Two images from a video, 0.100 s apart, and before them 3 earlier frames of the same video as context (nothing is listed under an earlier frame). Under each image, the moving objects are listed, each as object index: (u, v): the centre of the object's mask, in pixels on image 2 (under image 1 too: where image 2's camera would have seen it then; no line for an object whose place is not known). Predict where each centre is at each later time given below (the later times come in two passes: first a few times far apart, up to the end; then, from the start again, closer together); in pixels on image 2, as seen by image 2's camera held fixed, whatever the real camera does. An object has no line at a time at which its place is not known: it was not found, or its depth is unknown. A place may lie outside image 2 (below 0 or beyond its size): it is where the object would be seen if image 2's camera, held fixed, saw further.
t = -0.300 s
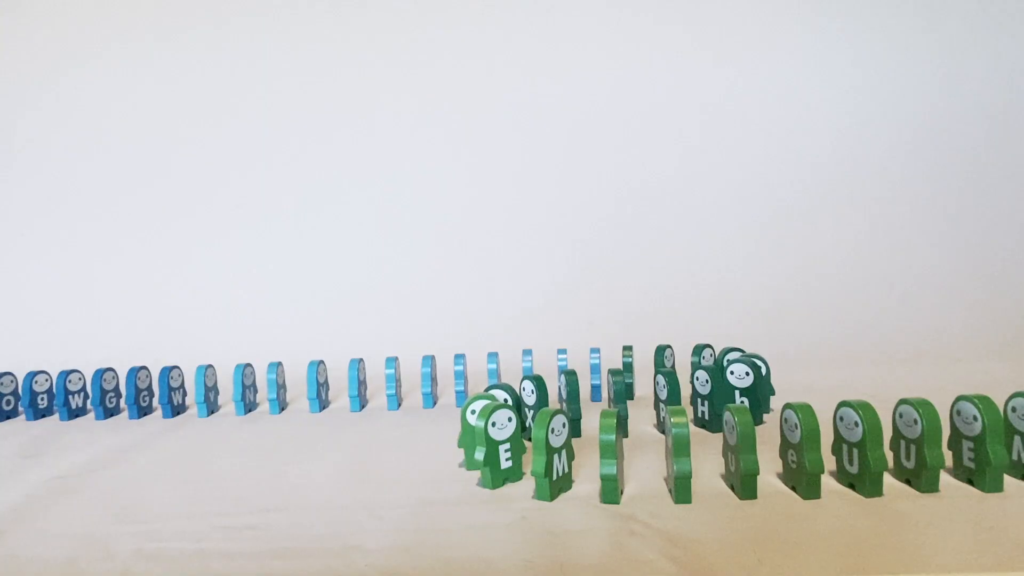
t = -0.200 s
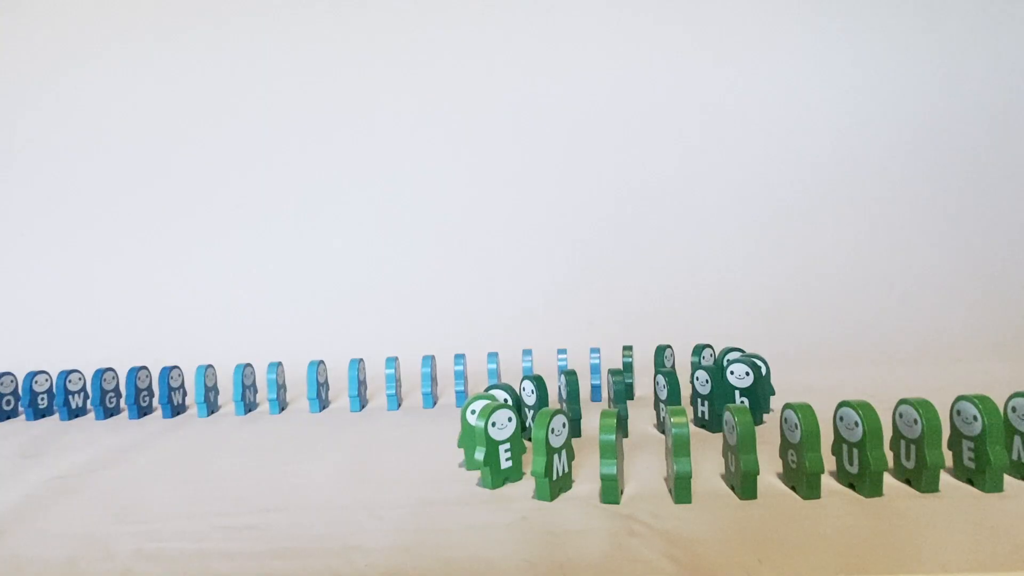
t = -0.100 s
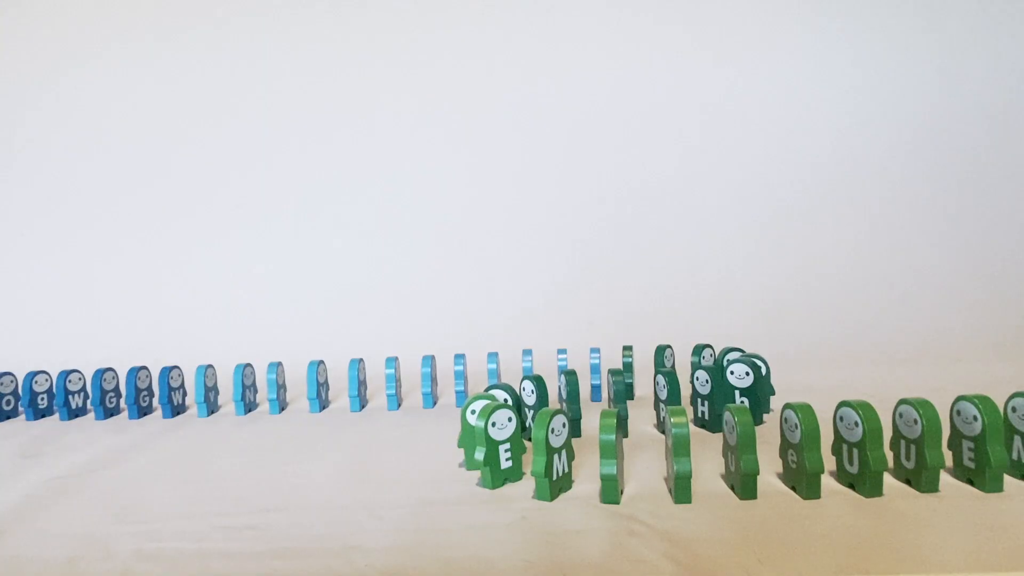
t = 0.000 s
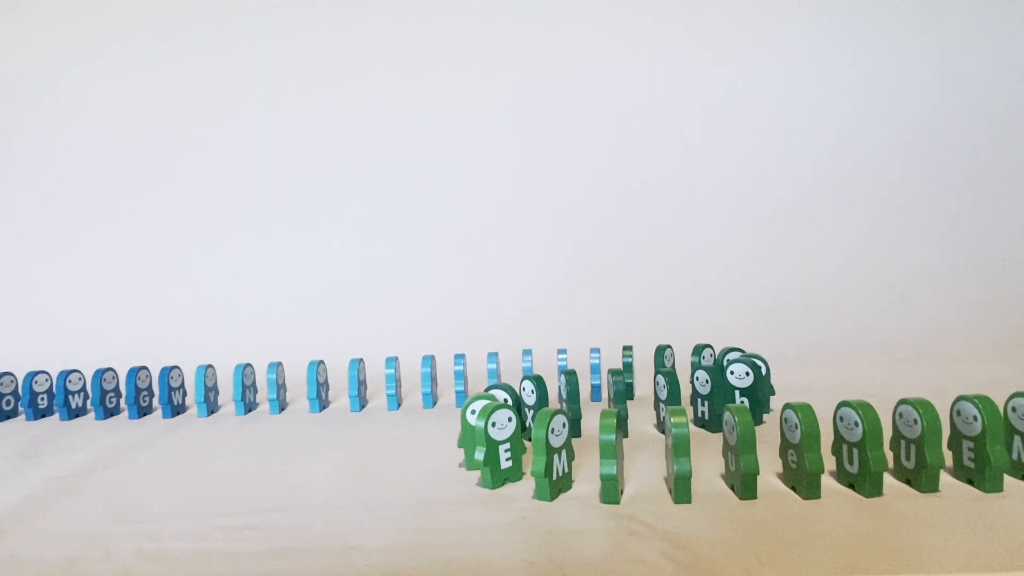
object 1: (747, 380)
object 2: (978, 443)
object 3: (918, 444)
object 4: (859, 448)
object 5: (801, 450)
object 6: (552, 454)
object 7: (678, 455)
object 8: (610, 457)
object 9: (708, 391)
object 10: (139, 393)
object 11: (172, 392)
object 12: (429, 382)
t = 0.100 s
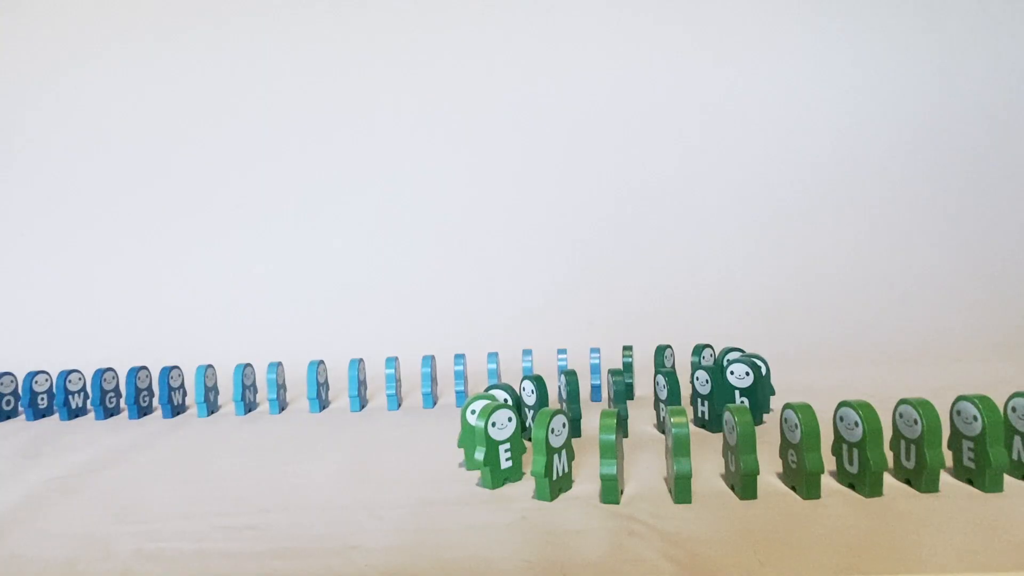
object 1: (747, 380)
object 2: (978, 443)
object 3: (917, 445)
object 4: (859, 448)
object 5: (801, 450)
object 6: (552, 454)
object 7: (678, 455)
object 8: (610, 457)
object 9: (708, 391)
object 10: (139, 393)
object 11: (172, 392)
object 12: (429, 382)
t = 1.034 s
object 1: (746, 386)
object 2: (934, 468)
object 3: (874, 469)
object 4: (813, 472)
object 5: (756, 475)
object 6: (504, 490)
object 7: (640, 491)
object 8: (558, 476)
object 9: (712, 393)
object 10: (139, 393)
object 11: (172, 392)
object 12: (429, 382)
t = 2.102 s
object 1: (740, 398)
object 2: (934, 468)
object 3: (874, 469)
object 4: (813, 472)
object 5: (756, 475)
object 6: (505, 490)
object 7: (640, 491)
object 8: (558, 476)
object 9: (785, 412)
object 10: (124, 412)
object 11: (156, 412)
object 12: (399, 395)
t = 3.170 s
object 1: (740, 398)
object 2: (934, 468)
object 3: (873, 469)
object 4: (813, 472)
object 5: (755, 475)
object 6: (505, 490)
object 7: (640, 491)
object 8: (558, 475)
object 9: (785, 411)
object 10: (123, 411)
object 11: (154, 412)
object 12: (396, 394)
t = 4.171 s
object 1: (740, 398)
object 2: (934, 468)
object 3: (874, 469)
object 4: (813, 472)
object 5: (756, 475)
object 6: (505, 490)
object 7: (640, 491)
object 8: (558, 476)
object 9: (785, 411)
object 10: (123, 411)
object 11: (155, 412)
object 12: (396, 394)
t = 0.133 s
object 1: (747, 380)
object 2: (978, 443)
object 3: (918, 444)
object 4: (859, 448)
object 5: (801, 450)
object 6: (552, 454)
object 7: (678, 455)
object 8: (611, 457)
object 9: (708, 391)
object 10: (139, 393)
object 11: (172, 392)
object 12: (429, 382)
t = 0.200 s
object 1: (747, 380)
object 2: (978, 443)
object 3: (918, 444)
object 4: (859, 448)
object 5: (801, 450)
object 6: (552, 454)
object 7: (678, 455)
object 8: (611, 457)
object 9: (708, 391)
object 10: (139, 393)
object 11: (172, 392)
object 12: (429, 381)
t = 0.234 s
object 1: (747, 380)
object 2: (978, 443)
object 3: (917, 444)
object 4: (859, 448)
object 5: (801, 450)
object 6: (552, 454)
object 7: (678, 455)
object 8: (610, 457)
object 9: (708, 391)
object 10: (139, 393)
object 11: (172, 392)
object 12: (429, 381)
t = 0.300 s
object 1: (747, 380)
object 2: (973, 443)
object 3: (918, 444)
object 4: (859, 448)
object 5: (801, 450)
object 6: (552, 454)
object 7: (678, 455)
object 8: (610, 457)
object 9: (708, 392)
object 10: (139, 393)
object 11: (172, 392)
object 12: (429, 381)
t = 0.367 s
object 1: (747, 380)
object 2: (962, 460)
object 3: (911, 452)
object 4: (859, 448)
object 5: (801, 450)
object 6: (552, 454)
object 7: (678, 455)
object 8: (610, 457)
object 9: (708, 392)
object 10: (139, 394)
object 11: (172, 392)
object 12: (429, 382)
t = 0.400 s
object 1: (747, 380)
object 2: (945, 463)
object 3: (903, 466)
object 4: (857, 473)
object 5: (801, 450)
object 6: (552, 454)
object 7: (678, 455)
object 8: (611, 457)
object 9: (708, 391)
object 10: (139, 393)
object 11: (172, 392)
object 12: (429, 382)
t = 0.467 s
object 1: (747, 382)
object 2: (935, 468)
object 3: (876, 467)
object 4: (824, 466)
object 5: (800, 484)
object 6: (552, 454)
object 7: (678, 455)
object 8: (611, 457)
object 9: (706, 387)
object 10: (139, 393)
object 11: (172, 392)
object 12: (429, 382)
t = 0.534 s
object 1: (746, 385)
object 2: (934, 468)
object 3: (873, 469)
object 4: (813, 472)
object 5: (784, 484)
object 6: (552, 454)
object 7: (660, 467)
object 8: (607, 458)
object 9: (708, 393)
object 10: (139, 393)
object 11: (172, 392)
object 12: (429, 382)
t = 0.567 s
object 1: (746, 385)
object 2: (934, 468)
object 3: (874, 469)
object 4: (813, 472)
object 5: (783, 485)
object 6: (549, 456)
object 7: (645, 476)
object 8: (588, 460)
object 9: (708, 393)
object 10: (139, 393)
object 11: (172, 392)
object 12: (430, 382)
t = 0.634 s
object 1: (746, 385)
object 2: (934, 468)
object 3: (873, 469)
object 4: (813, 472)
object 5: (758, 475)
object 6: (545, 475)
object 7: (640, 486)
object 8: (562, 472)
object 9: (708, 393)
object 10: (139, 393)
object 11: (172, 392)
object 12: (429, 382)
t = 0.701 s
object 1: (746, 385)
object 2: (934, 468)
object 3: (874, 469)
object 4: (812, 472)
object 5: (757, 475)
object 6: (499, 490)
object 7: (641, 490)
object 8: (557, 475)
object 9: (708, 393)
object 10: (139, 393)
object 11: (172, 392)
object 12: (429, 382)
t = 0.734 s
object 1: (746, 385)
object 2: (934, 468)
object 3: (874, 469)
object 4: (813, 472)
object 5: (756, 474)
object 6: (500, 490)
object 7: (640, 490)
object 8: (557, 475)
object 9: (708, 393)
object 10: (139, 393)
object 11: (172, 392)
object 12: (429, 382)
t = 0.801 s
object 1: (746, 385)
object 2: (934, 468)
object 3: (874, 469)
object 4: (813, 472)
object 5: (755, 474)
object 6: (500, 490)
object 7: (640, 490)
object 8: (558, 476)
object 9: (708, 393)
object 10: (139, 393)
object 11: (172, 392)
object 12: (429, 382)
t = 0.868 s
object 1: (746, 385)
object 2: (934, 468)
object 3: (874, 469)
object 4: (813, 472)
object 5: (756, 475)
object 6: (503, 490)
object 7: (640, 491)
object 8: (558, 476)
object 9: (708, 392)
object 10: (139, 393)
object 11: (172, 392)
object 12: (429, 382)
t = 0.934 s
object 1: (746, 385)
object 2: (934, 468)
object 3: (874, 470)
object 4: (813, 472)
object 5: (756, 475)
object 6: (504, 490)
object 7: (640, 491)
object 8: (558, 476)
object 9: (708, 392)
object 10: (139, 393)
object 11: (172, 392)
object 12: (430, 382)
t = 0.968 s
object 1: (746, 385)
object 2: (934, 468)
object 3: (874, 469)
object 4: (813, 472)
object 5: (755, 475)
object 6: (504, 490)
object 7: (640, 491)
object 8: (558, 476)
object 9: (708, 392)
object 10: (139, 393)
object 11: (172, 392)
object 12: (429, 382)
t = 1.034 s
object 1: (746, 386)
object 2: (934, 468)
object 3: (874, 469)
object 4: (813, 472)
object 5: (756, 475)
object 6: (504, 490)
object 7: (640, 491)
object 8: (558, 476)
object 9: (712, 393)
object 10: (139, 393)
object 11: (172, 392)
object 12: (429, 382)
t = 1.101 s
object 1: (749, 380)
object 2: (934, 468)
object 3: (875, 470)
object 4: (813, 472)
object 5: (755, 475)
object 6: (504, 490)
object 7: (640, 491)
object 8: (558, 476)
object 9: (739, 395)
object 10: (139, 393)
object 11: (172, 392)
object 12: (429, 382)
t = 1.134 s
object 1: (757, 383)
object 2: (934, 468)
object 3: (874, 470)
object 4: (813, 472)
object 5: (756, 475)
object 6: (504, 490)
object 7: (640, 491)
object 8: (558, 476)
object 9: (759, 407)
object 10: (139, 393)
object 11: (172, 392)
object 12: (429, 382)
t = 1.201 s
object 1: (752, 380)
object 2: (934, 468)
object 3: (874, 469)
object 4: (812, 472)
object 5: (755, 475)
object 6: (504, 490)
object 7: (640, 491)
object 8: (558, 476)
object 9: (784, 411)
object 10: (139, 393)
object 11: (172, 392)
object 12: (429, 382)
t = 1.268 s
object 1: (745, 384)
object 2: (934, 468)
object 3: (874, 469)
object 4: (813, 472)
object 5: (755, 475)
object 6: (504, 490)
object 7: (640, 491)
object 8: (558, 476)
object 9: (787, 412)
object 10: (139, 393)
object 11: (172, 392)
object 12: (429, 382)
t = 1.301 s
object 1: (743, 386)
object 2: (934, 468)
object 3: (874, 470)
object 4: (813, 472)
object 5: (756, 475)
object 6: (504, 490)
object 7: (640, 491)
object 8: (558, 476)
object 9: (786, 412)
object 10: (139, 393)
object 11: (172, 392)
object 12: (429, 382)
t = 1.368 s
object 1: (740, 391)
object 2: (934, 468)
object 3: (874, 469)
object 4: (812, 472)
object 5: (756, 475)
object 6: (504, 490)
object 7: (640, 491)
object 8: (558, 476)
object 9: (786, 411)
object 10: (139, 393)
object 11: (172, 392)
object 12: (429, 382)
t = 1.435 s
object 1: (741, 395)
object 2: (934, 468)
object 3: (874, 469)
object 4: (813, 472)
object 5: (756, 475)
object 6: (504, 490)
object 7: (640, 491)
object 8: (558, 476)
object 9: (785, 411)
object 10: (139, 393)
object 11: (172, 392)
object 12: (429, 382)
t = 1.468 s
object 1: (742, 399)
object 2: (934, 468)
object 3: (874, 469)
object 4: (813, 472)
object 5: (756, 475)
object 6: (504, 490)
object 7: (640, 491)
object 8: (558, 476)
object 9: (785, 411)
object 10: (139, 393)
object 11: (172, 392)
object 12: (429, 382)
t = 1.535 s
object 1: (743, 400)
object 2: (934, 468)
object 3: (874, 469)
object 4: (813, 472)
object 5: (756, 475)
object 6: (504, 490)
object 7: (640, 491)
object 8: (558, 476)
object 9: (785, 411)
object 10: (139, 393)
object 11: (172, 392)
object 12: (429, 382)
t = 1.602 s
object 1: (740, 398)
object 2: (934, 468)
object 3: (873, 469)
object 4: (813, 472)
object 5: (756, 475)
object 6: (504, 490)
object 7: (640, 491)
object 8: (558, 476)
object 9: (785, 411)
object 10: (139, 393)
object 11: (172, 392)
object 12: (429, 382)
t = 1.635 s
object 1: (740, 398)
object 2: (934, 468)
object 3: (873, 469)
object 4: (813, 472)
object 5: (756, 475)
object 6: (504, 490)
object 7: (640, 491)
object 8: (558, 476)
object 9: (786, 412)
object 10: (139, 393)
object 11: (172, 392)
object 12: (429, 382)
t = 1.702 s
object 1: (740, 398)
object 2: (934, 468)
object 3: (875, 470)
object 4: (813, 472)
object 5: (756, 475)
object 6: (505, 490)
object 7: (640, 491)
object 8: (558, 475)
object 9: (786, 411)
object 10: (139, 393)
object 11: (172, 392)
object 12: (415, 385)
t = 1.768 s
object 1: (740, 398)
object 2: (934, 468)
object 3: (875, 470)
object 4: (812, 472)
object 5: (756, 475)
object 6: (505, 490)
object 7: (640, 491)
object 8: (558, 476)
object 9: (786, 412)
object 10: (139, 393)
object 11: (172, 392)
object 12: (402, 393)
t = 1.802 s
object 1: (740, 398)
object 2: (934, 468)
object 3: (875, 470)
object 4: (813, 472)
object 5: (756, 475)
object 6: (505, 490)
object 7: (640, 491)
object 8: (558, 476)
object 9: (786, 412)
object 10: (139, 393)
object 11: (172, 392)
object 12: (402, 395)
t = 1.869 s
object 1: (740, 398)
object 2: (934, 468)
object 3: (874, 469)
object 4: (813, 472)
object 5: (756, 475)
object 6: (505, 490)
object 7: (640, 491)
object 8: (558, 476)
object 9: (786, 412)
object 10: (139, 393)
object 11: (172, 392)
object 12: (400, 395)
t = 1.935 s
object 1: (740, 398)
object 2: (934, 468)
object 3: (874, 469)
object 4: (813, 472)
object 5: (756, 475)
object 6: (505, 490)
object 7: (640, 491)
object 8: (558, 475)
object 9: (786, 412)
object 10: (139, 393)
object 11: (172, 392)
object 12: (400, 395)
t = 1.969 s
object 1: (740, 398)
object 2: (934, 468)
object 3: (874, 469)
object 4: (813, 472)
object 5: (756, 475)
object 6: (505, 490)
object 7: (640, 491)
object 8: (558, 476)
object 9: (786, 412)
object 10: (139, 393)
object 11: (166, 395)
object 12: (400, 395)
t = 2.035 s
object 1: (740, 398)
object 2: (934, 468)
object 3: (874, 469)
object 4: (813, 472)
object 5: (756, 475)
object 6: (505, 490)
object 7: (640, 491)
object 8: (558, 475)
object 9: (786, 412)
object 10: (130, 409)
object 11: (163, 412)
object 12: (400, 395)
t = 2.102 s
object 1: (740, 398)
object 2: (934, 468)
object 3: (874, 469)
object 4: (813, 472)
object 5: (756, 475)
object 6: (505, 490)
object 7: (640, 491)
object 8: (558, 476)
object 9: (785, 412)
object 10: (124, 412)
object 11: (156, 412)
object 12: (399, 395)
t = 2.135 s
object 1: (740, 398)
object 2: (934, 468)
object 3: (874, 469)
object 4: (813, 472)
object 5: (756, 475)
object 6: (505, 490)
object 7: (640, 491)
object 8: (558, 476)
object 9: (785, 412)
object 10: (124, 410)
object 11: (155, 413)
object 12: (399, 395)
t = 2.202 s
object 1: (740, 398)
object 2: (934, 468)
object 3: (874, 469)
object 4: (813, 472)
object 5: (756, 475)
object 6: (505, 490)
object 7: (640, 491)
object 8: (558, 476)
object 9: (785, 412)
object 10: (123, 411)
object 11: (155, 412)
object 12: (399, 395)
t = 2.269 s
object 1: (740, 398)
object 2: (934, 468)
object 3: (874, 469)
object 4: (813, 472)
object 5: (756, 475)
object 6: (505, 490)
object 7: (640, 491)
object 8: (558, 475)
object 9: (785, 412)
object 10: (123, 411)
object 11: (156, 412)
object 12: (399, 395)
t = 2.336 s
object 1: (740, 398)
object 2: (934, 468)
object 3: (874, 469)
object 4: (813, 472)
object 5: (755, 475)
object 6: (505, 490)
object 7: (640, 491)
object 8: (558, 476)
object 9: (785, 412)
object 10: (123, 411)
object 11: (155, 412)
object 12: (397, 395)
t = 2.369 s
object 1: (740, 398)
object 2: (934, 468)
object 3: (874, 469)
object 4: (813, 472)
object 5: (756, 475)
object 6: (505, 490)
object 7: (640, 491)
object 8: (558, 475)
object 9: (785, 412)
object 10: (123, 411)
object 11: (155, 412)
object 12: (398, 395)
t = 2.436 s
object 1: (740, 398)
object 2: (934, 468)
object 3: (874, 469)
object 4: (813, 472)
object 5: (756, 475)
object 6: (505, 490)
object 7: (640, 490)
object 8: (558, 475)
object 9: (785, 412)
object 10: (123, 411)
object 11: (155, 412)
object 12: (399, 395)
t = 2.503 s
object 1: (740, 398)
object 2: (933, 468)
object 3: (874, 469)
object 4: (813, 472)
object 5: (756, 475)
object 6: (505, 490)
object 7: (640, 491)
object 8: (558, 475)
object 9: (786, 412)
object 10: (123, 411)
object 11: (155, 412)
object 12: (398, 395)
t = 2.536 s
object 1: (740, 398)
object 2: (934, 468)
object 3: (874, 469)
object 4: (813, 472)
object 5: (756, 475)
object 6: (505, 490)
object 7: (640, 491)
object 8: (558, 475)
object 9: (786, 412)
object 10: (123, 411)
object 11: (155, 412)
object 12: (399, 395)
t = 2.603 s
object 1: (740, 398)
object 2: (934, 468)
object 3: (874, 469)
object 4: (813, 472)
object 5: (755, 475)
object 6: (505, 490)
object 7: (640, 491)
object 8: (558, 475)
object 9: (785, 412)
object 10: (123, 411)
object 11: (155, 412)
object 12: (398, 395)
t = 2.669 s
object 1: (740, 398)
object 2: (934, 468)
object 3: (874, 469)
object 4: (813, 472)
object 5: (756, 475)
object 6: (505, 490)
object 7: (640, 491)
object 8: (558, 475)
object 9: (785, 412)
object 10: (123, 411)
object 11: (155, 412)
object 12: (397, 395)
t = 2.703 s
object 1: (740, 398)
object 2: (934, 468)
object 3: (874, 469)
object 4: (813, 472)
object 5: (755, 474)
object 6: (505, 490)
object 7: (640, 491)
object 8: (558, 475)
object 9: (785, 411)
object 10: (123, 411)
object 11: (155, 412)
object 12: (396, 394)
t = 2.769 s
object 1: (740, 398)
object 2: (934, 468)
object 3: (874, 469)
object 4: (813, 472)
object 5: (755, 475)
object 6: (505, 490)
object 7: (640, 491)
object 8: (558, 475)
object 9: (785, 412)
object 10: (123, 411)
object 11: (155, 412)
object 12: (396, 394)
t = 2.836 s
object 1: (740, 398)
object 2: (934, 468)
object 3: (873, 469)
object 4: (813, 472)
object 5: (755, 474)
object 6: (505, 490)
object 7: (640, 491)
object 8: (558, 475)
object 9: (785, 412)
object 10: (123, 411)
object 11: (155, 412)
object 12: (396, 394)
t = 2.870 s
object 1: (740, 398)
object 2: (934, 468)
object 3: (873, 469)
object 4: (813, 472)
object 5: (755, 475)
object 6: (505, 490)
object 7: (640, 491)
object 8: (558, 475)
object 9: (785, 412)
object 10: (123, 411)
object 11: (155, 412)
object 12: (396, 394)
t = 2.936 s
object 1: (740, 398)
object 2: (934, 468)
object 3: (874, 469)
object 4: (813, 472)
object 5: (755, 475)
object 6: (505, 490)
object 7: (640, 491)
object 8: (558, 476)
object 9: (785, 412)
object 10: (123, 411)
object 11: (155, 412)
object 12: (396, 394)
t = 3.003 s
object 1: (740, 398)
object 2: (934, 468)
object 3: (874, 470)
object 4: (813, 472)
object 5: (756, 475)
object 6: (505, 490)
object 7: (640, 491)
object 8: (558, 476)
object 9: (785, 411)
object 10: (123, 411)
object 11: (154, 412)
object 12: (396, 394)
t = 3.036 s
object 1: (740, 398)
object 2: (934, 468)
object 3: (874, 469)
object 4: (813, 472)
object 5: (755, 475)
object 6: (505, 490)
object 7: (640, 491)
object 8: (558, 475)
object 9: (785, 412)
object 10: (123, 411)
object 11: (154, 412)
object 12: (396, 394)
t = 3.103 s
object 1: (740, 398)
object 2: (934, 468)
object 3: (873, 469)
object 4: (813, 472)
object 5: (756, 475)
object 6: (505, 490)
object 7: (640, 491)
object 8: (558, 475)
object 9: (785, 411)
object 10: (123, 411)
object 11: (154, 412)
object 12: (396, 394)
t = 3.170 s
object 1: (740, 398)
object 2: (934, 468)
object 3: (873, 469)
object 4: (813, 472)
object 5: (755, 475)
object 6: (505, 490)
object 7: (640, 491)
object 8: (558, 475)
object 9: (785, 411)
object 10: (123, 411)
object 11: (154, 412)
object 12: (396, 394)
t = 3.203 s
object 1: (740, 398)
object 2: (934, 468)
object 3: (873, 469)
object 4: (813, 472)
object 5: (756, 475)
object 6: (505, 490)
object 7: (640, 491)
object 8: (558, 475)
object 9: (785, 411)
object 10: (123, 411)
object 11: (154, 412)
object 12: (396, 394)
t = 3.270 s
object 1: (740, 398)
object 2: (934, 468)
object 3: (873, 469)
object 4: (813, 472)
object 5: (756, 475)
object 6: (505, 490)
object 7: (640, 491)
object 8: (557, 475)
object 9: (785, 411)
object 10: (123, 411)
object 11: (154, 412)
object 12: (396, 394)
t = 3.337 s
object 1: (740, 398)
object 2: (934, 468)
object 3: (874, 469)
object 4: (813, 472)
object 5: (756, 475)
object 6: (505, 490)
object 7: (640, 491)
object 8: (558, 475)
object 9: (785, 411)
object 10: (123, 411)
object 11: (154, 412)
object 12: (396, 394)
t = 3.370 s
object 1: (740, 398)
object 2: (934, 468)
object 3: (873, 469)
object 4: (813, 472)
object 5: (756, 475)
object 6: (505, 490)
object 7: (640, 491)
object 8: (558, 476)
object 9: (785, 411)
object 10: (123, 411)
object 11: (154, 412)
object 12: (396, 394)
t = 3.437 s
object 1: (740, 398)
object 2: (934, 468)
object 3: (874, 469)
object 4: (813, 472)
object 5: (756, 475)
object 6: (505, 490)
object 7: (640, 491)
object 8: (558, 475)
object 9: (785, 411)
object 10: (123, 411)
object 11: (155, 412)
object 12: (396, 394)
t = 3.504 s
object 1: (740, 398)
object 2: (934, 468)
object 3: (874, 470)
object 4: (813, 472)
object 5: (756, 475)
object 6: (505, 490)
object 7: (640, 491)
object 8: (557, 475)
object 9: (785, 411)
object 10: (123, 411)
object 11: (155, 412)
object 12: (396, 394)
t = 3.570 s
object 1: (740, 398)
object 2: (934, 468)
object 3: (874, 469)
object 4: (813, 472)
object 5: (756, 475)
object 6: (505, 490)
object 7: (640, 491)
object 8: (557, 475)
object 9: (785, 412)
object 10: (123, 411)
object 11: (154, 412)
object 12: (396, 394)
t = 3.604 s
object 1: (740, 398)
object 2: (934, 468)
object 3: (874, 469)
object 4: (813, 472)
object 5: (756, 475)
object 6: (505, 490)
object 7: (640, 491)
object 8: (558, 475)
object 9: (785, 412)
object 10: (123, 411)
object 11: (155, 412)
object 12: (396, 394)
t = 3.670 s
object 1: (740, 398)
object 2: (934, 468)
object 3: (874, 469)
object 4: (813, 472)
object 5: (755, 475)
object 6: (505, 490)
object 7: (640, 490)
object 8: (558, 475)
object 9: (785, 412)
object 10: (123, 411)
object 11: (154, 412)
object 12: (396, 394)
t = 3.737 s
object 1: (740, 398)
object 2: (934, 468)
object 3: (873, 469)
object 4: (813, 472)
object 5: (756, 475)
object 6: (505, 490)
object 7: (640, 491)
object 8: (558, 476)
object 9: (785, 411)
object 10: (123, 411)
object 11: (155, 412)
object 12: (396, 394)
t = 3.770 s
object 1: (740, 398)
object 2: (934, 468)
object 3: (874, 469)
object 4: (813, 472)
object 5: (756, 475)
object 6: (505, 490)
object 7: (640, 491)
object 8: (558, 475)
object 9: (785, 411)
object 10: (123, 411)
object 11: (155, 412)
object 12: (396, 394)
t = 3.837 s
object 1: (740, 398)
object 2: (934, 468)
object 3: (874, 469)
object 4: (813, 472)
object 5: (756, 475)
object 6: (505, 490)
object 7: (640, 491)
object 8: (558, 475)
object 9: (785, 411)
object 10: (123, 411)
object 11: (154, 412)
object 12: (396, 394)
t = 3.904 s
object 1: (740, 398)
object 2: (934, 468)
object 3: (874, 469)
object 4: (813, 472)
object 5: (755, 475)
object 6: (505, 490)
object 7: (640, 491)
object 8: (558, 476)
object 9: (785, 412)
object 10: (123, 411)
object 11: (155, 412)
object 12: (397, 394)
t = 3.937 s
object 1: (740, 398)
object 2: (934, 468)
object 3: (874, 469)
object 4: (813, 472)
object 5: (755, 475)
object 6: (505, 490)
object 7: (640, 491)
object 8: (558, 476)
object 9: (785, 411)
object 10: (123, 411)
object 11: (155, 412)
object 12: (397, 394)
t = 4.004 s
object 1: (740, 398)
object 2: (934, 468)
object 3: (874, 469)
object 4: (813, 472)
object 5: (755, 475)
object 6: (505, 490)
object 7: (640, 491)
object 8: (558, 476)
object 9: (785, 411)
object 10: (123, 411)
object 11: (155, 412)
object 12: (397, 394)
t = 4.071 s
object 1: (740, 398)
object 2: (934, 468)
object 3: (874, 469)
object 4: (813, 472)
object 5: (756, 475)
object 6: (505, 490)
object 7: (640, 491)
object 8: (558, 476)
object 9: (785, 412)
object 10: (123, 411)
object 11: (155, 412)
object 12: (397, 394)
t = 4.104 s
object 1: (740, 398)
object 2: (934, 468)
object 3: (874, 469)
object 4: (813, 472)
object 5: (756, 475)
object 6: (505, 490)
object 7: (640, 491)
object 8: (558, 476)
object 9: (785, 411)
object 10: (123, 411)
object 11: (155, 412)
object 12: (397, 394)
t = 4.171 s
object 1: (740, 398)
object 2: (934, 468)
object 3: (874, 469)
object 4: (813, 472)
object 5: (756, 475)
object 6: (505, 490)
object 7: (640, 491)
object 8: (558, 476)
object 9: (785, 411)
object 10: (123, 411)
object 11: (155, 412)
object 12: (396, 394)
